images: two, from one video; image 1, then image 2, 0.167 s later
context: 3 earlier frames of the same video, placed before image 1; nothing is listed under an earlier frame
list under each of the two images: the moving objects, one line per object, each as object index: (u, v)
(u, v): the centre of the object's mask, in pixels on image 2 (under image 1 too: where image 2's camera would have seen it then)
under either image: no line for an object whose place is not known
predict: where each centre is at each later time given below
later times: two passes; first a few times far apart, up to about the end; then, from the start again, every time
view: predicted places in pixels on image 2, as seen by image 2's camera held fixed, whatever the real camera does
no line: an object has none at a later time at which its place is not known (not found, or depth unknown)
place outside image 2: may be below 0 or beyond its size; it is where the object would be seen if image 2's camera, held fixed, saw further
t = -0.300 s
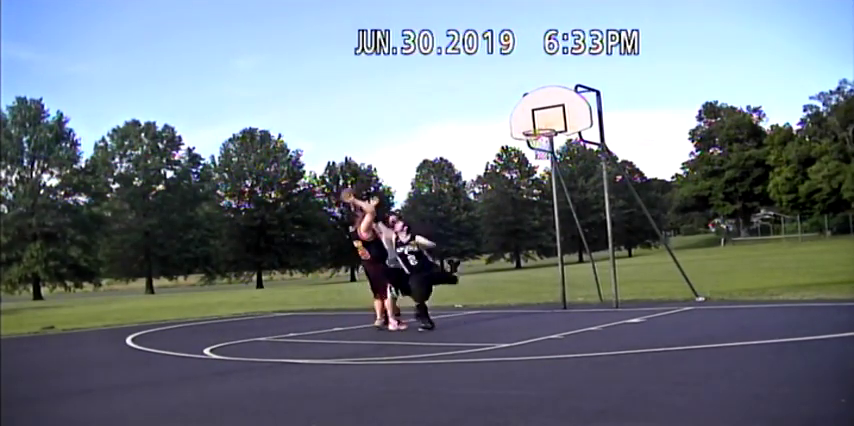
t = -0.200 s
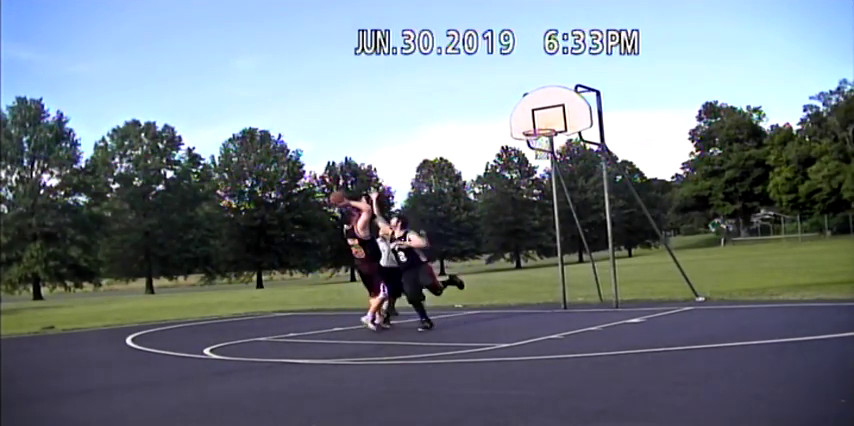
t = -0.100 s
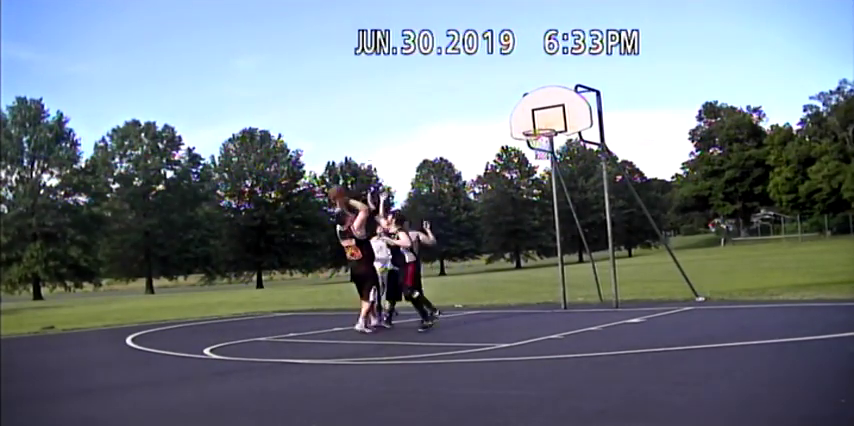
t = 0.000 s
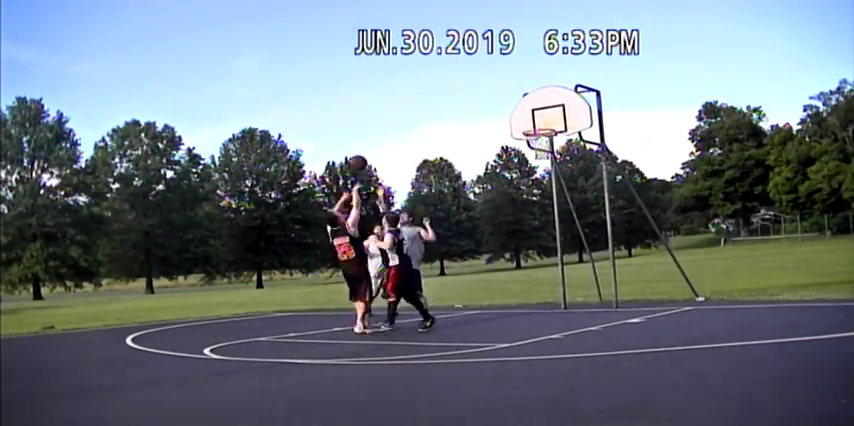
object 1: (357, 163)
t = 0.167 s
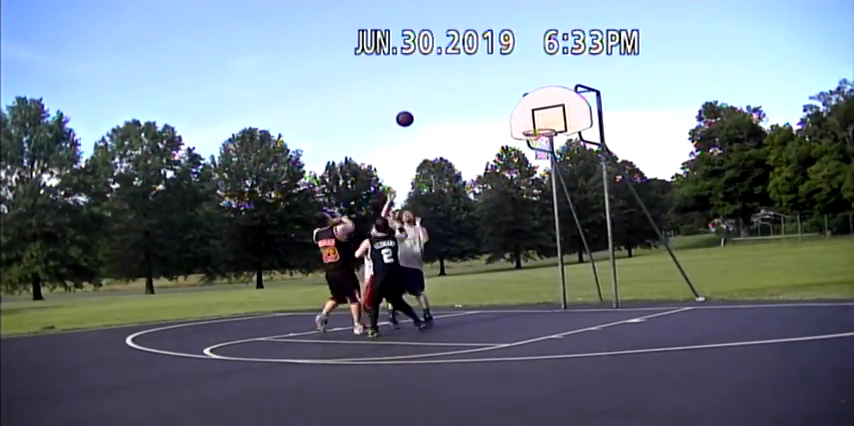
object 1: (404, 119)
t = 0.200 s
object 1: (413, 112)
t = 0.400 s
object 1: (467, 90)
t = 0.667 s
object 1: (537, 98)
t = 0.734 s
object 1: (555, 107)
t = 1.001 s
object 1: (612, 165)
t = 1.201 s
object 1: (647, 235)
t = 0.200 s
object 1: (413, 112)
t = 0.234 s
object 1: (422, 107)
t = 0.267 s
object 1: (432, 102)
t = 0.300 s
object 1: (441, 98)
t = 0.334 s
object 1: (449, 95)
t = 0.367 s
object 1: (459, 92)
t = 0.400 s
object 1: (467, 90)
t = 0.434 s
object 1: (476, 88)
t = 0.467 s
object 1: (485, 88)
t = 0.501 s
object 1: (494, 88)
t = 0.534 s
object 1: (502, 89)
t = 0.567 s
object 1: (511, 90)
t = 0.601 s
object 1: (520, 92)
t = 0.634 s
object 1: (528, 95)
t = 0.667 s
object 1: (537, 98)
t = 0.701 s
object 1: (546, 102)
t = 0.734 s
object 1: (555, 107)
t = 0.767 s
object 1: (563, 112)
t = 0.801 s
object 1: (572, 118)
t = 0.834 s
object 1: (580, 125)
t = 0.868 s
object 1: (587, 132)
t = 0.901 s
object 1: (594, 139)
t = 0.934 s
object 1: (600, 147)
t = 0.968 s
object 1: (606, 156)
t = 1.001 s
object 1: (612, 165)
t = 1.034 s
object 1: (615, 174)
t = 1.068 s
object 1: (622, 185)
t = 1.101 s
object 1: (627, 196)
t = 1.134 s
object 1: (634, 208)
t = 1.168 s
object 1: (642, 222)
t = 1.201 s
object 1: (647, 235)
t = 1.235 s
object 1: (655, 248)
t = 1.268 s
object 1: (661, 263)
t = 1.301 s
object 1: (667, 278)
